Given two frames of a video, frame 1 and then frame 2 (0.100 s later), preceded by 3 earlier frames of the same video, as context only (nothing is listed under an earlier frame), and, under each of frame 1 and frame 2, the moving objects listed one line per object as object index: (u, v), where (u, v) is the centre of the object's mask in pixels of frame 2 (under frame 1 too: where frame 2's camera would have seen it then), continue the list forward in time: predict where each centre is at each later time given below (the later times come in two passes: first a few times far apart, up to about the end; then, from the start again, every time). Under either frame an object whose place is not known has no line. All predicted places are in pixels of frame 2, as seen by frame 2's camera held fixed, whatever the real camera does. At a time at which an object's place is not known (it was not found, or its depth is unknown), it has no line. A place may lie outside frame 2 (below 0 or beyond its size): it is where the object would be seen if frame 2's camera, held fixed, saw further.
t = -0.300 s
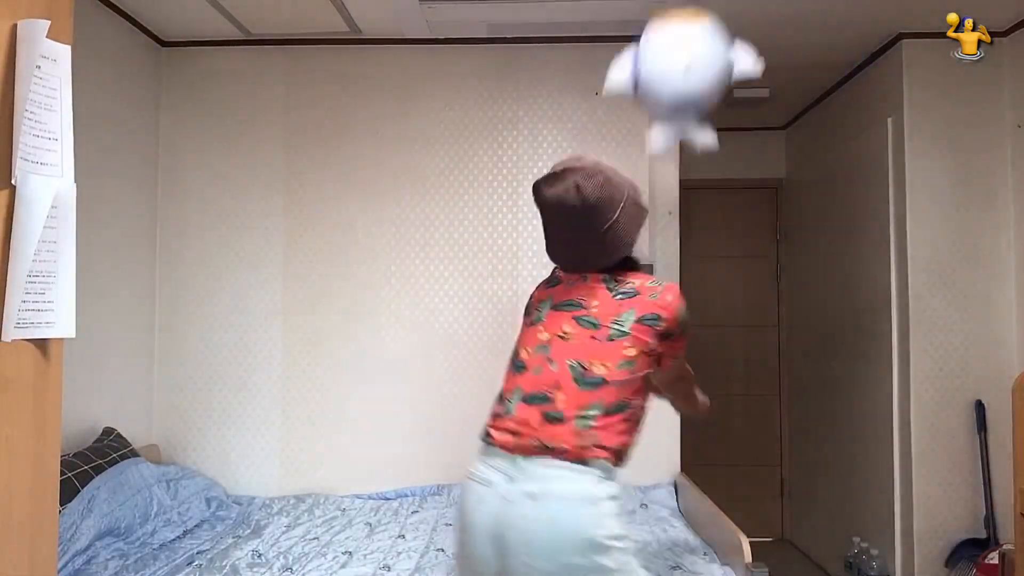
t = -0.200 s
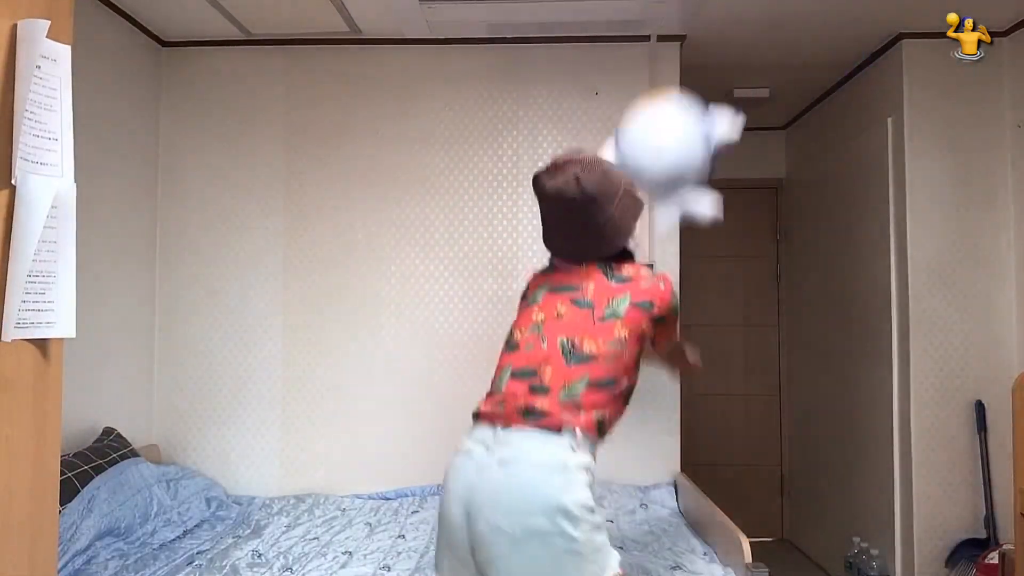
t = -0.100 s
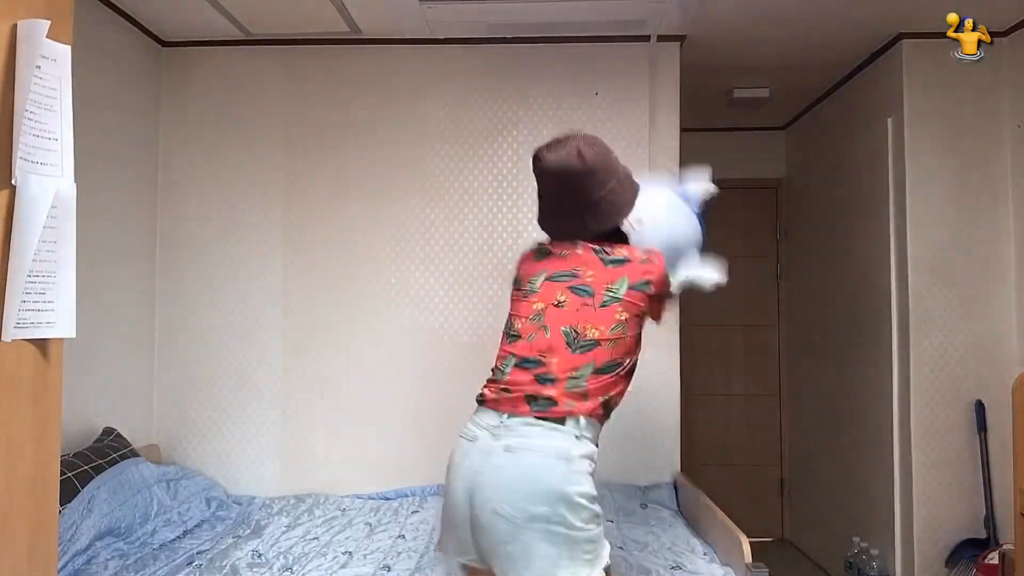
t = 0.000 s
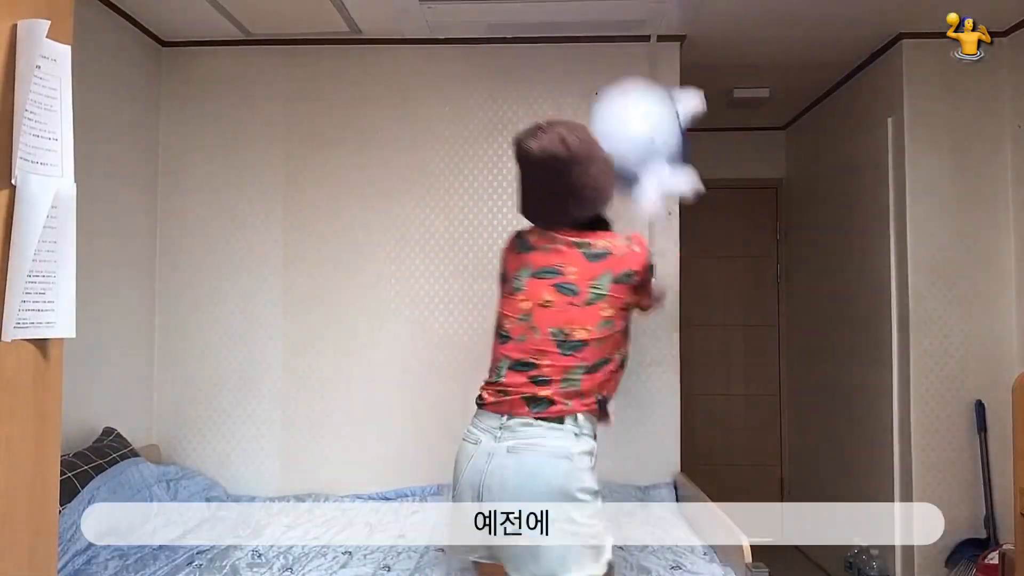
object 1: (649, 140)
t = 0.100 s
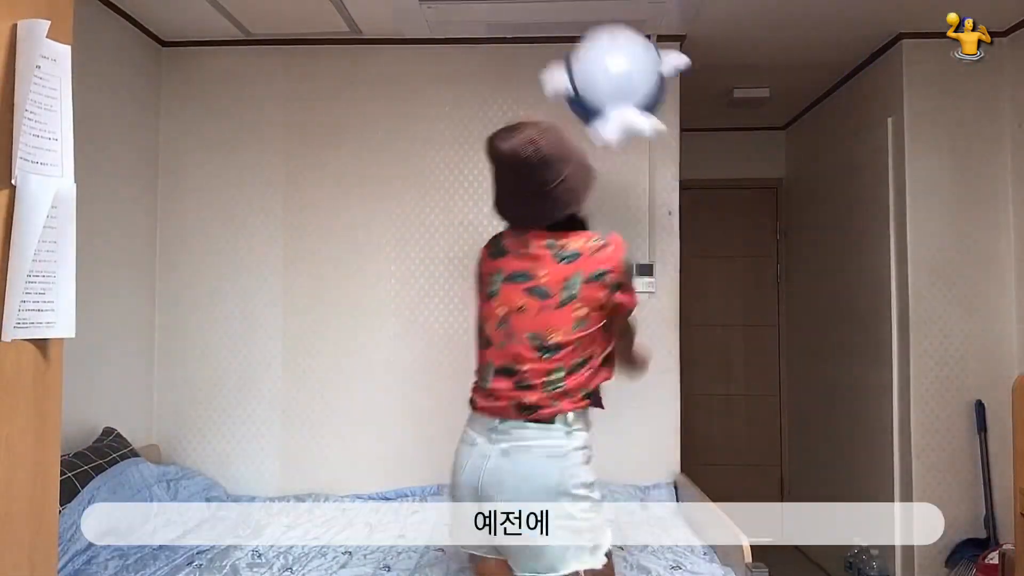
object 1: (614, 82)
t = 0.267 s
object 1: (581, 52)
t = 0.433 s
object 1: (550, 96)
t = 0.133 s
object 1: (607, 70)
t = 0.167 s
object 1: (600, 60)
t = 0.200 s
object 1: (593, 54)
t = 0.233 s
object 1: (587, 51)
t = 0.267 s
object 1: (581, 52)
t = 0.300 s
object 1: (575, 55)
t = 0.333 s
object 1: (569, 62)
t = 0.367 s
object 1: (562, 70)
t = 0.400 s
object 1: (556, 82)
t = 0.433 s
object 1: (550, 96)
